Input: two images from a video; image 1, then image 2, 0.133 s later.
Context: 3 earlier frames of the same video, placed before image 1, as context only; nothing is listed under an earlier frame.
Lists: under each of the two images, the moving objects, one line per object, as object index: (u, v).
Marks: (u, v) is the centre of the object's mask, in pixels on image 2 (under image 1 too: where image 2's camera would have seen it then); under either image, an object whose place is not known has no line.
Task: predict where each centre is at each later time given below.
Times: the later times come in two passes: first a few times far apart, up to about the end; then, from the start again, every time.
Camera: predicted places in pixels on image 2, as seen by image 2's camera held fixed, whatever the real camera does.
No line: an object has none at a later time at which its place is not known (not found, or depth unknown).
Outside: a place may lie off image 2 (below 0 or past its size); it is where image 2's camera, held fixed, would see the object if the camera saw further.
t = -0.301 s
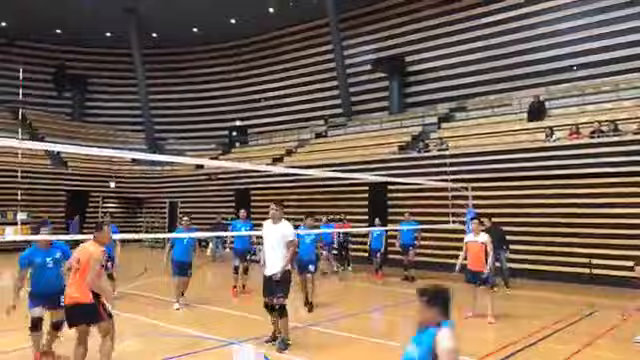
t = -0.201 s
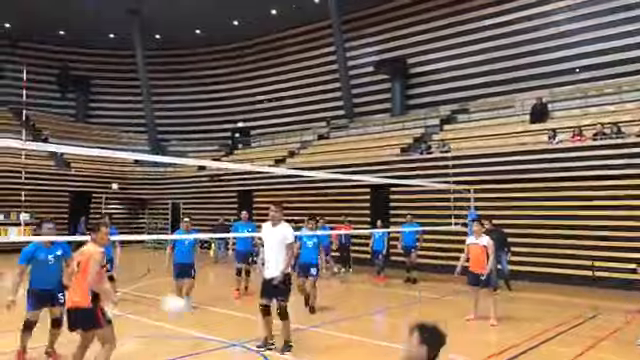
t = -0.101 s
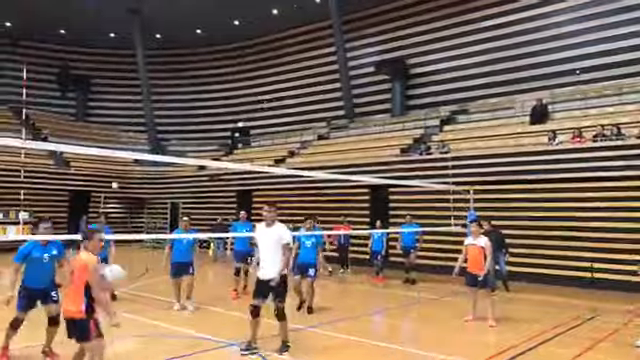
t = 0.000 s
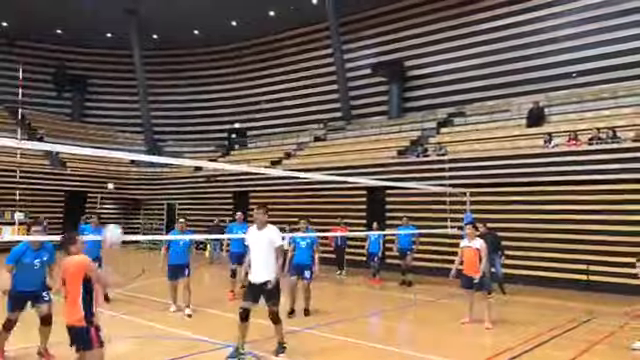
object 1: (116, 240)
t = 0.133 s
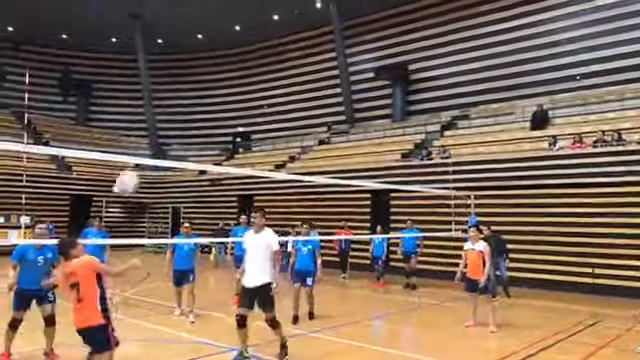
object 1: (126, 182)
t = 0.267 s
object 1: (136, 142)
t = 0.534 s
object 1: (153, 111)
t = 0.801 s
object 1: (168, 153)
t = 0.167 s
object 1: (130, 170)
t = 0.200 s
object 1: (133, 159)
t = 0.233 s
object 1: (135, 148)
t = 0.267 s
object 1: (136, 142)
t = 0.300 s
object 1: (138, 134)
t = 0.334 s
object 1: (140, 128)
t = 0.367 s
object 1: (143, 122)
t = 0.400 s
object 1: (145, 117)
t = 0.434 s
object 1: (147, 115)
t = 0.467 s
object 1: (148, 112)
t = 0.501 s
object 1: (151, 111)
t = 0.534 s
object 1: (153, 111)
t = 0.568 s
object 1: (155, 112)
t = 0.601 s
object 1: (156, 114)
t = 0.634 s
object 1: (158, 118)
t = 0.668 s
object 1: (160, 121)
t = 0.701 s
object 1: (163, 128)
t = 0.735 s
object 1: (164, 135)
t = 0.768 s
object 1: (165, 144)
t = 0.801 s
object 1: (168, 153)
